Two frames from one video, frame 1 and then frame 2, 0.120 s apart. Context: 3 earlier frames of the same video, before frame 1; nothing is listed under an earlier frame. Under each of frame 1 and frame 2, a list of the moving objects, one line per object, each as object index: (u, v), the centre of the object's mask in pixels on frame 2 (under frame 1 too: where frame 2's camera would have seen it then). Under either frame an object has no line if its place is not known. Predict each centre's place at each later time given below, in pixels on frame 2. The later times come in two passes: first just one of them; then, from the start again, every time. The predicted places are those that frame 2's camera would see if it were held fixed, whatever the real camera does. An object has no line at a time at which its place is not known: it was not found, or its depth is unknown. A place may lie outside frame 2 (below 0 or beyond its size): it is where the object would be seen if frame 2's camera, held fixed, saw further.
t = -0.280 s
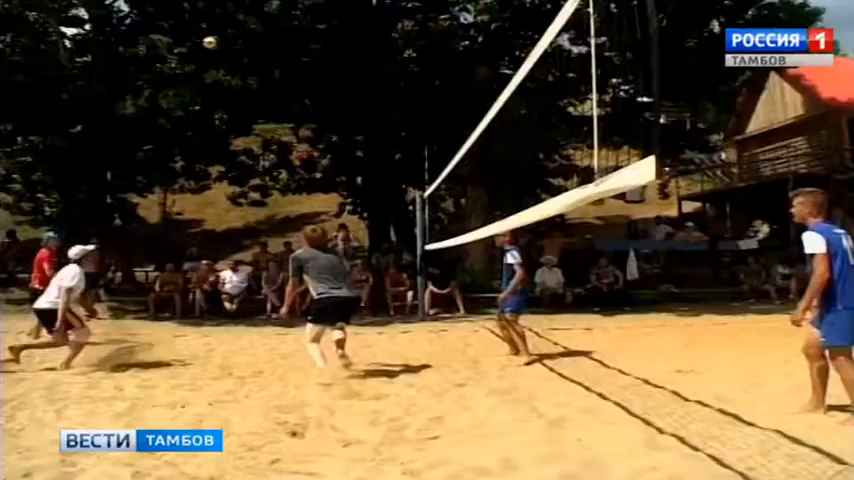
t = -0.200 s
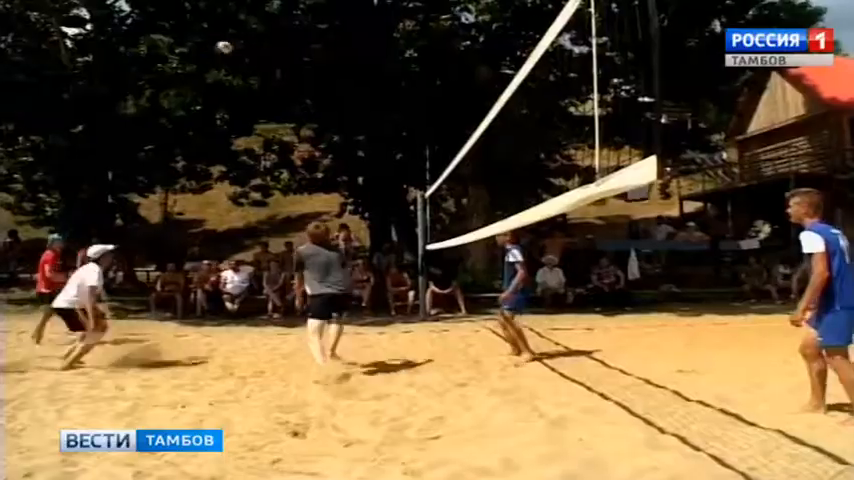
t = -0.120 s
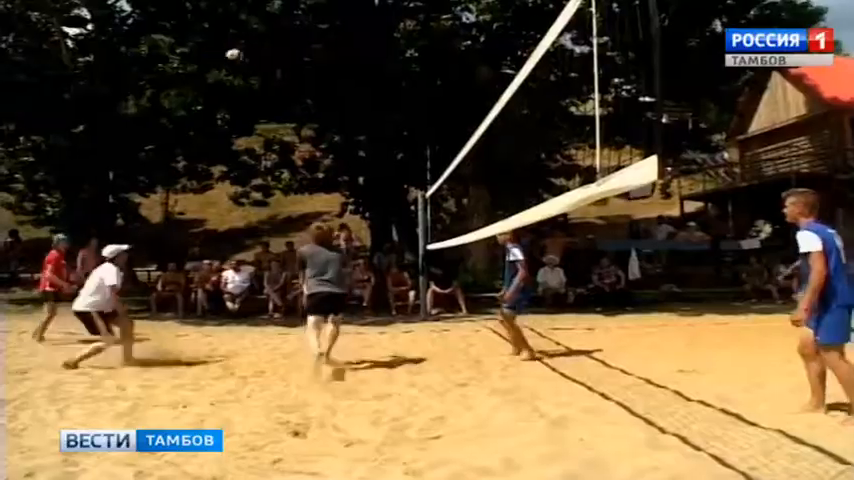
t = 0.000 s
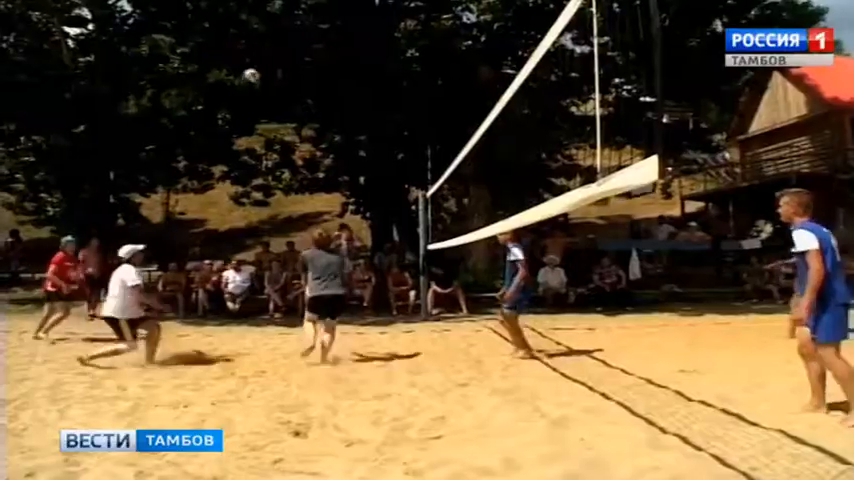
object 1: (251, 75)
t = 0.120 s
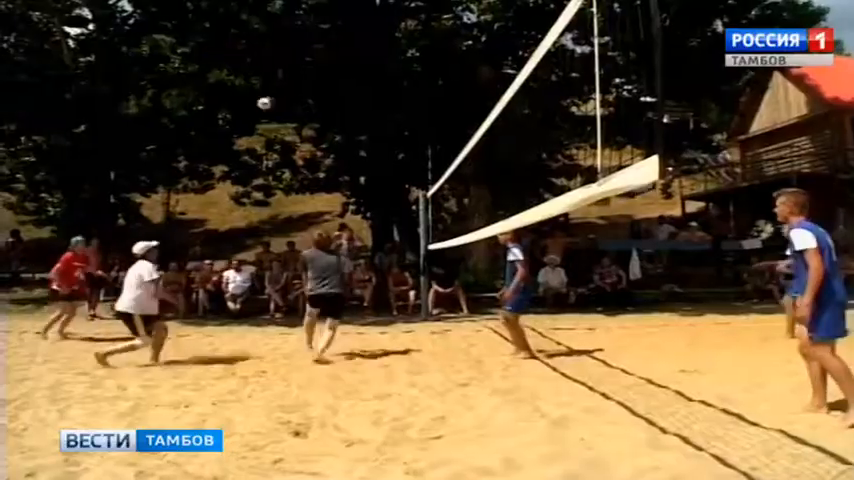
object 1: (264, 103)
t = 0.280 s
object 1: (286, 153)
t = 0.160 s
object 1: (270, 115)
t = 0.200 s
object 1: (277, 125)
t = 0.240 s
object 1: (283, 139)
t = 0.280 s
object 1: (286, 153)
